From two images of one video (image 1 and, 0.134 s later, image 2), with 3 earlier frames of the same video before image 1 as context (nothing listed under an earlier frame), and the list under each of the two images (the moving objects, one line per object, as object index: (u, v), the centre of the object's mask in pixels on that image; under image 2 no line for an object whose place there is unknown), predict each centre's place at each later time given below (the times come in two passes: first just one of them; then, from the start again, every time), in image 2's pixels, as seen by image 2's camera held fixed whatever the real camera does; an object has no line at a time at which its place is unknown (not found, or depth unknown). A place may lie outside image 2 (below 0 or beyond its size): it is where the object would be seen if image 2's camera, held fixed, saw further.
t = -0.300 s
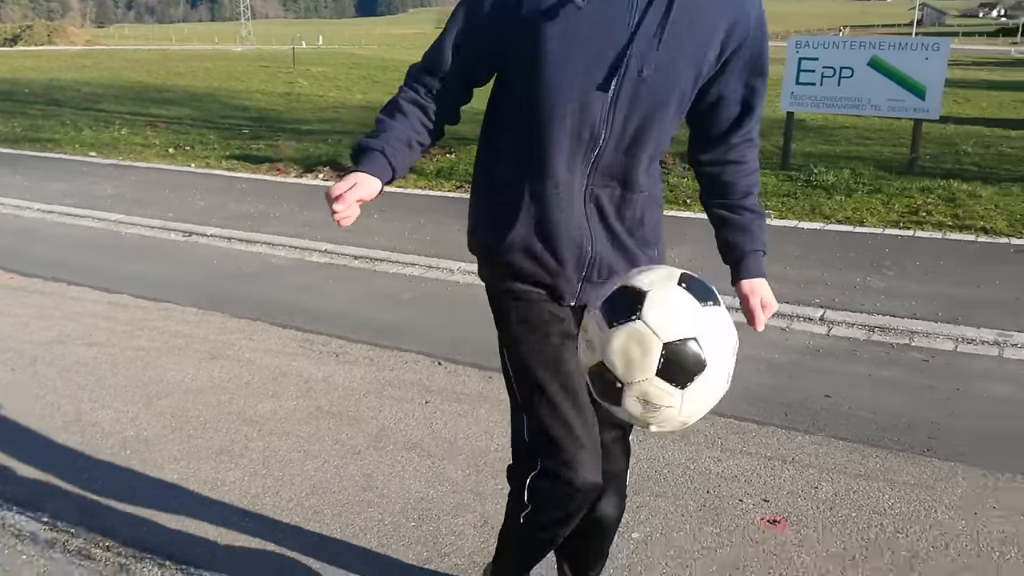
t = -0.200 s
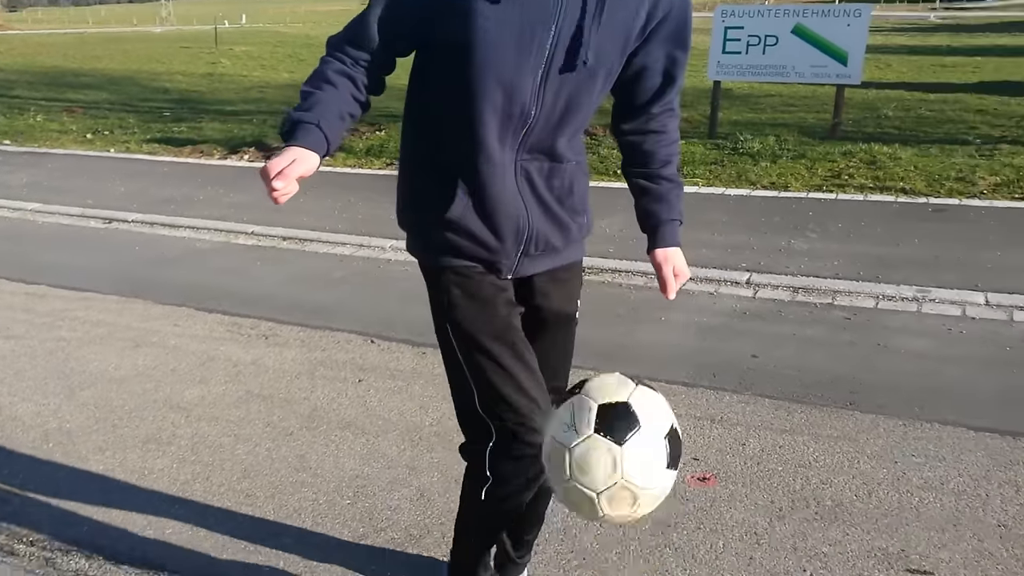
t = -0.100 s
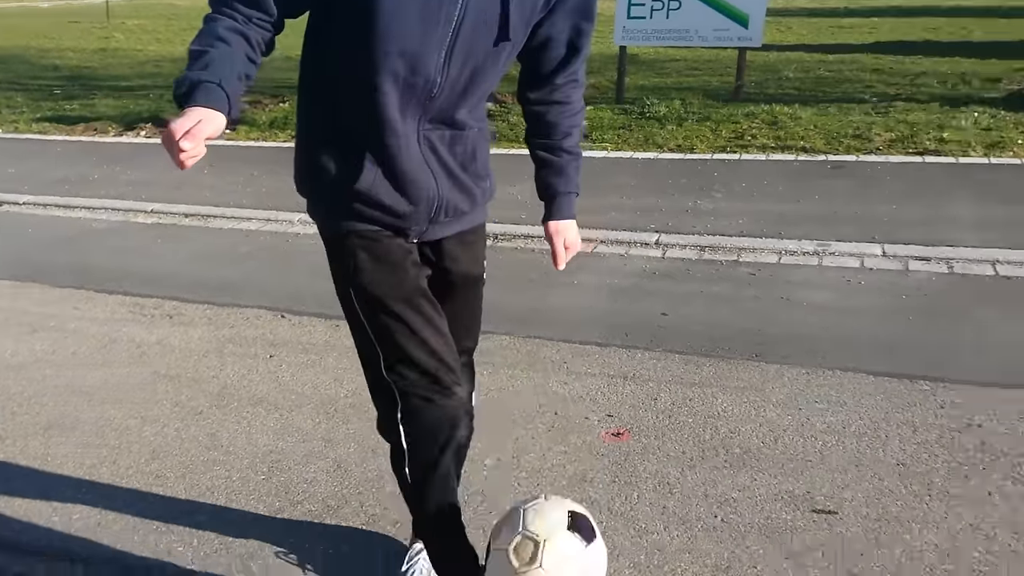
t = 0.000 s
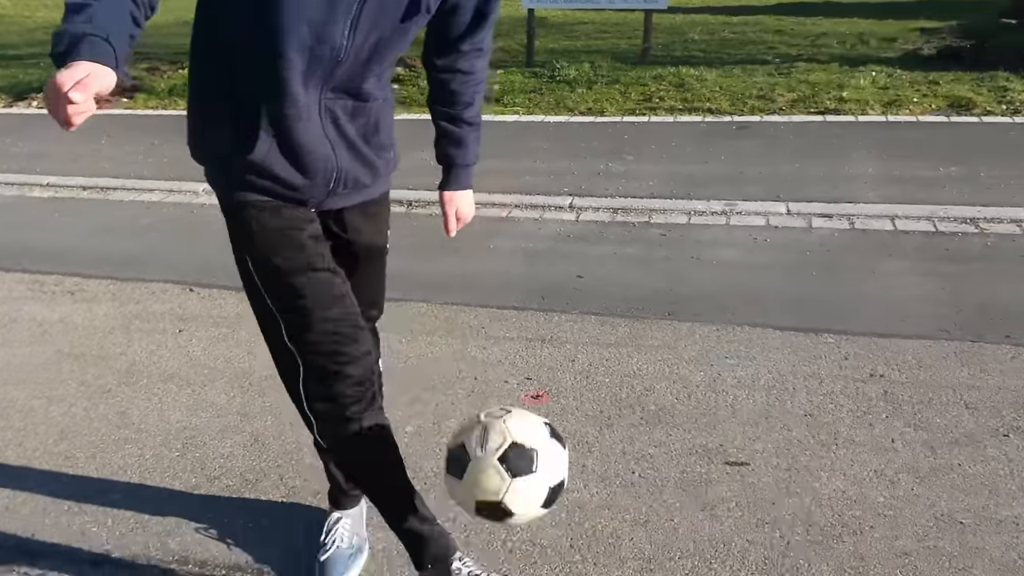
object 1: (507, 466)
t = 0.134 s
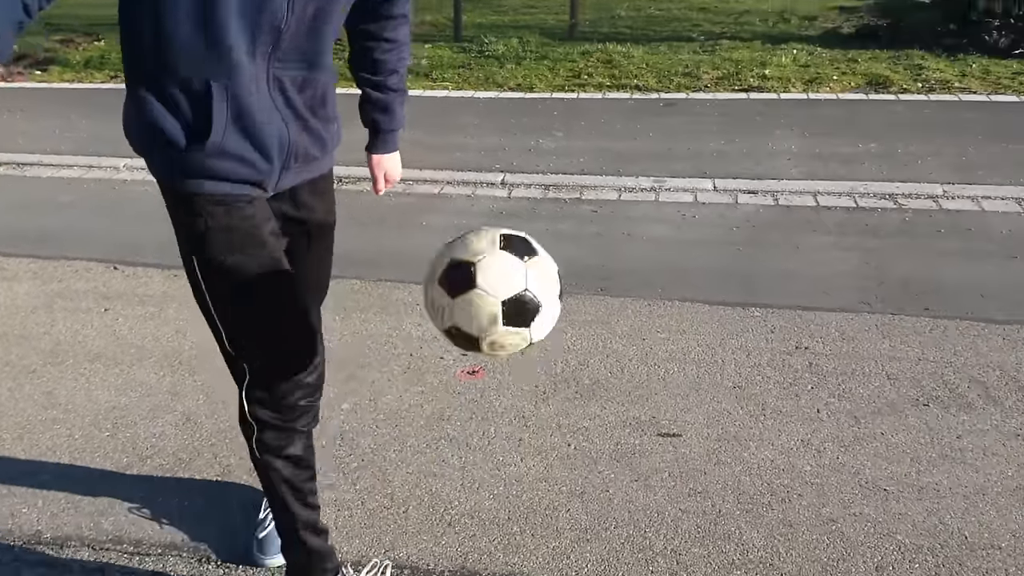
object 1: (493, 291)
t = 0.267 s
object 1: (551, 197)
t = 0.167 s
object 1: (506, 261)
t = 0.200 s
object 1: (520, 235)
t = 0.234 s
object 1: (536, 213)
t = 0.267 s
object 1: (551, 197)
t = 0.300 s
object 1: (567, 187)
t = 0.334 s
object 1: (584, 184)
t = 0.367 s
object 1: (601, 186)
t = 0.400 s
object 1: (617, 194)
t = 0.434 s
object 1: (635, 212)
